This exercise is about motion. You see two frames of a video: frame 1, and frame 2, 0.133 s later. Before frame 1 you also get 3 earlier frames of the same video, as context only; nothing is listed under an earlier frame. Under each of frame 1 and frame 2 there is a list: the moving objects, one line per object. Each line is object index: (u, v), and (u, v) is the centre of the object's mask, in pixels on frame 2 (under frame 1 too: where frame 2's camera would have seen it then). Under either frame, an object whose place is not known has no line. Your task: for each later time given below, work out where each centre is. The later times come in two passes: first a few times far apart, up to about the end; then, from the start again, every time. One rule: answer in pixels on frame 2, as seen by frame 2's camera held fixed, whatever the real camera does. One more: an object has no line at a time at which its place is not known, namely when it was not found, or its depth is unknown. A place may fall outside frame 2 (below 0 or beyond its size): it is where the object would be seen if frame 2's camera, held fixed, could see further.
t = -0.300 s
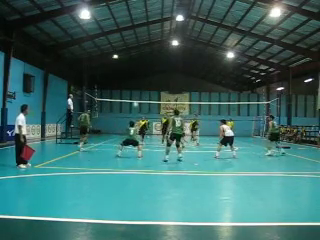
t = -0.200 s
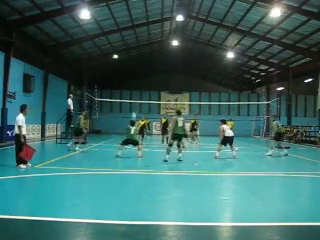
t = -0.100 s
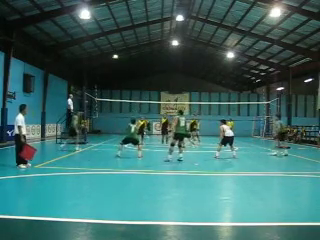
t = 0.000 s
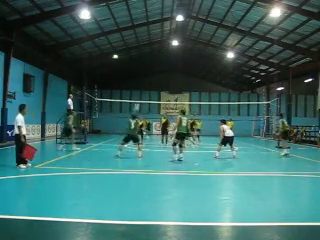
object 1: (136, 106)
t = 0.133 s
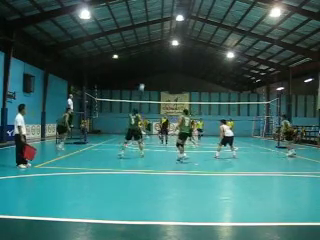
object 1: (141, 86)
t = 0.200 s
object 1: (144, 78)
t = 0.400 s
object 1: (150, 62)
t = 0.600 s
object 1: (155, 56)
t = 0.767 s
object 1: (159, 58)
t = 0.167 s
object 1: (143, 82)
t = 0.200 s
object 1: (144, 78)
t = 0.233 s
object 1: (145, 75)
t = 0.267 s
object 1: (146, 71)
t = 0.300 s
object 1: (147, 68)
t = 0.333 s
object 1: (148, 66)
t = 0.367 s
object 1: (149, 64)
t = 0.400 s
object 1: (150, 62)
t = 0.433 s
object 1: (151, 60)
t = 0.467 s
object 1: (152, 59)
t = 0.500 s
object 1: (153, 58)
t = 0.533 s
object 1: (153, 57)
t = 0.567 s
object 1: (154, 57)
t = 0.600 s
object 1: (155, 56)
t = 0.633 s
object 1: (156, 56)
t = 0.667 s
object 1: (157, 56)
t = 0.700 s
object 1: (157, 57)
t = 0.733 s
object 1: (158, 57)
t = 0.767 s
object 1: (159, 58)
